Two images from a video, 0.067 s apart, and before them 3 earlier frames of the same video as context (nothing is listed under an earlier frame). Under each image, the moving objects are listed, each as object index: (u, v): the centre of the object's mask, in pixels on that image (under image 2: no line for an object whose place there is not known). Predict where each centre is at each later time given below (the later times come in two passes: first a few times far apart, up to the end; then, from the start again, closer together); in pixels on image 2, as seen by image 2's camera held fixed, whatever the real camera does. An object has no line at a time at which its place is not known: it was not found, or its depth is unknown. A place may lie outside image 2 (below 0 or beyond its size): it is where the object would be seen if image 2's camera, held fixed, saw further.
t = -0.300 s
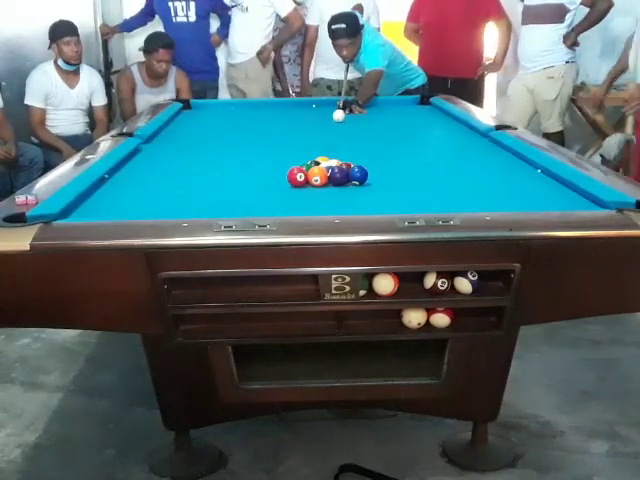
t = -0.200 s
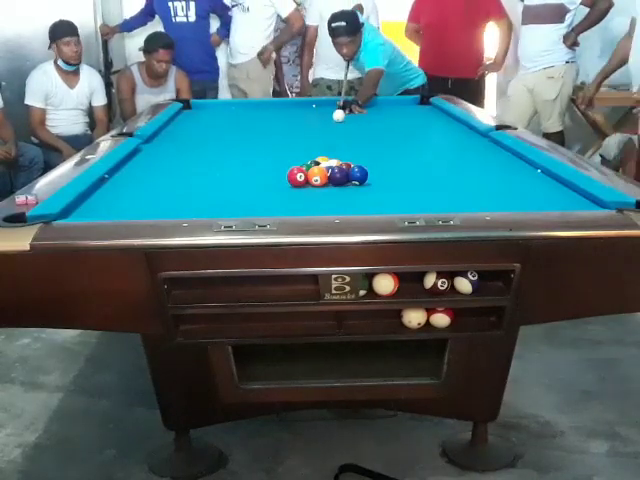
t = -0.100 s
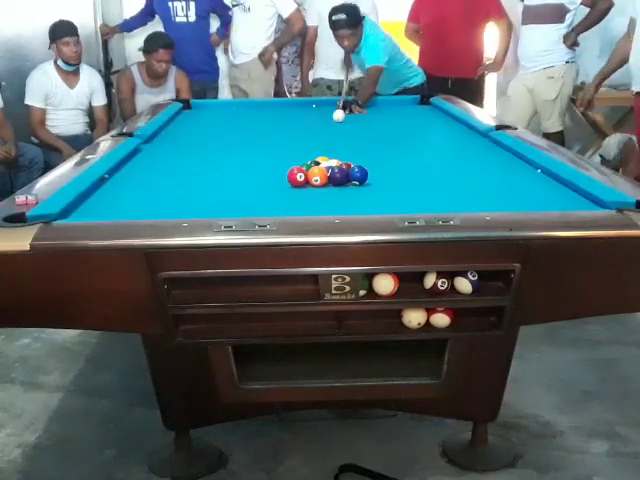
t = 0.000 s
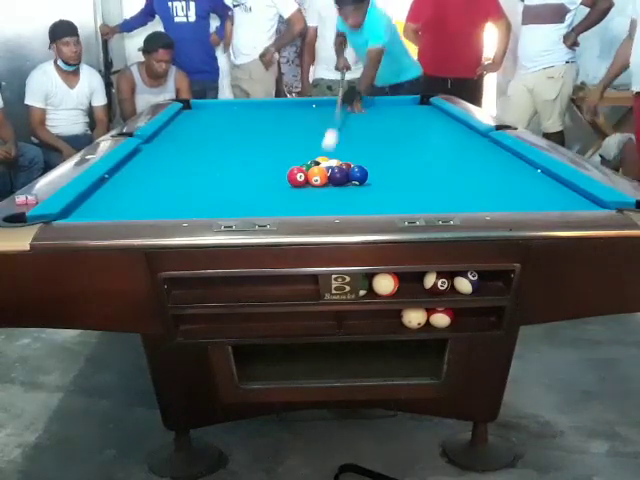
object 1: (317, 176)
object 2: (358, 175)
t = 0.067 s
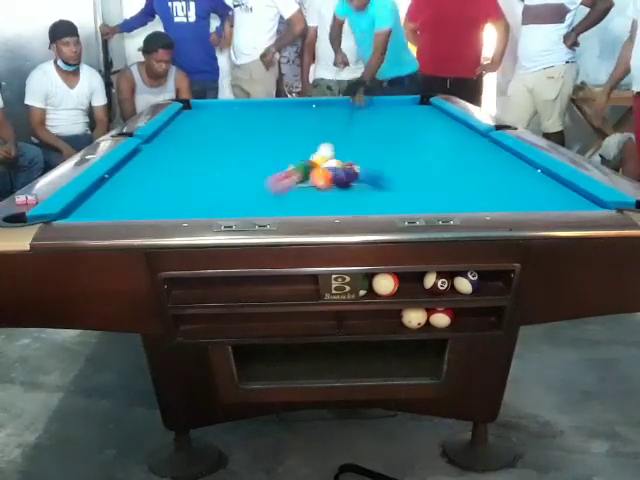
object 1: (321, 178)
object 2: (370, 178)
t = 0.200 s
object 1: (348, 196)
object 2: (510, 204)
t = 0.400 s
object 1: (378, 203)
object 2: (554, 181)
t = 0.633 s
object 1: (383, 187)
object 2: (473, 158)
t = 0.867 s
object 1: (388, 172)
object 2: (412, 140)
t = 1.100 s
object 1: (382, 167)
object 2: (366, 127)
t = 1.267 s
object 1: (380, 168)
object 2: (341, 120)
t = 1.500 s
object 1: (377, 169)
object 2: (310, 110)
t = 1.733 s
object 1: (375, 171)
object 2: (283, 103)
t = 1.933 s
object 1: (374, 171)
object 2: (253, 107)
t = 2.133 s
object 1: (372, 172)
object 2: (225, 110)
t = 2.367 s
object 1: (372, 172)
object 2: (191, 111)
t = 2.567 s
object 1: (371, 172)
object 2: (192, 109)
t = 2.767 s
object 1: (371, 172)
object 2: (206, 109)
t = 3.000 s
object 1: (371, 172)
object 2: (221, 109)
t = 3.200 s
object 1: (371, 172)
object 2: (233, 108)
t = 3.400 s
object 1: (371, 172)
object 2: (244, 108)
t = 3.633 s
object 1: (371, 172)
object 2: (256, 108)
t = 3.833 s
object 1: (371, 172)
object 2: (264, 107)
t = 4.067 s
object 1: (372, 172)
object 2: (266, 107)
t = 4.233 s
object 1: (372, 172)
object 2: (268, 107)
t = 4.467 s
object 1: (372, 172)
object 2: (269, 107)
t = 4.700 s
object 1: (372, 172)
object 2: (270, 107)
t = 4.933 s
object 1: (372, 172)
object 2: (270, 106)
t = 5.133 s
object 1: (371, 172)
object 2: (270, 106)
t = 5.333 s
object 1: (372, 172)
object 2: (270, 106)
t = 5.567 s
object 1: (372, 172)
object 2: (270, 106)
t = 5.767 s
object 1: (372, 172)
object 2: (270, 106)
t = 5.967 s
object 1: (372, 172)
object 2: (270, 106)
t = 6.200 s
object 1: (372, 172)
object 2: (270, 106)
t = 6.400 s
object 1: (371, 172)
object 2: (270, 106)
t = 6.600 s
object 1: (371, 172)
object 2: (270, 106)
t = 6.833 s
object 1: (371, 172)
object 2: (270, 106)
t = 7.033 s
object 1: (371, 172)
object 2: (270, 106)
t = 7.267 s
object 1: (371, 172)
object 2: (270, 106)
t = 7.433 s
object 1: (371, 172)
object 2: (270, 106)
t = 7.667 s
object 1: (371, 172)
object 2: (270, 106)
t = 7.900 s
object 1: (371, 172)
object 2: (270, 106)
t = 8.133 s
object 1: (372, 172)
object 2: (270, 106)
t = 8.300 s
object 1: (372, 172)
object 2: (270, 106)
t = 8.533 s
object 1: (372, 172)
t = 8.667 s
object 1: (375, 172)
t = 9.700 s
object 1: (365, 173)
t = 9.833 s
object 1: (369, 173)
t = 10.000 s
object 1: (371, 172)
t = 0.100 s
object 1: (329, 182)
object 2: (405, 187)
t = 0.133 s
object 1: (335, 187)
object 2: (439, 195)
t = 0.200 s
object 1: (348, 196)
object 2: (510, 204)
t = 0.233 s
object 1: (355, 199)
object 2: (531, 202)
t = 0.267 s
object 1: (361, 202)
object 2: (539, 199)
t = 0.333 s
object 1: (375, 206)
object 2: (548, 190)
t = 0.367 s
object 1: (377, 205)
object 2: (550, 185)
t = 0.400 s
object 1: (378, 203)
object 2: (554, 181)
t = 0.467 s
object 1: (379, 200)
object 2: (531, 175)
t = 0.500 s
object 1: (380, 197)
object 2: (518, 170)
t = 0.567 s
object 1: (382, 192)
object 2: (494, 164)
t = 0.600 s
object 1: (382, 189)
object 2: (484, 161)
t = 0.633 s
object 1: (383, 187)
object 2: (473, 158)
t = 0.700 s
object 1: (385, 182)
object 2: (453, 151)
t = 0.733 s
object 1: (386, 180)
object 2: (445, 149)
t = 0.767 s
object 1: (386, 178)
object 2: (436, 147)
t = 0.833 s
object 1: (387, 174)
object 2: (421, 143)
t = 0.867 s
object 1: (388, 172)
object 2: (412, 140)
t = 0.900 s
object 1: (386, 170)
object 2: (405, 138)
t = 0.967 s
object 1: (385, 168)
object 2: (391, 135)
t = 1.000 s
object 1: (383, 167)
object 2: (386, 132)
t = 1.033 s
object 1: (383, 167)
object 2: (379, 132)
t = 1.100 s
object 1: (382, 167)
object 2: (366, 127)
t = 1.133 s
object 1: (382, 168)
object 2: (361, 125)
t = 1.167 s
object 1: (381, 168)
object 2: (355, 125)
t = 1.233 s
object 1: (380, 168)
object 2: (344, 122)
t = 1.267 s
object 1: (380, 168)
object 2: (341, 120)
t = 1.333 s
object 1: (379, 168)
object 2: (330, 117)
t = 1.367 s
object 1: (379, 168)
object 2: (325, 116)
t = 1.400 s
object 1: (378, 169)
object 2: (321, 115)
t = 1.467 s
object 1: (377, 169)
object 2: (313, 112)
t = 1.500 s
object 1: (377, 169)
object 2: (310, 110)
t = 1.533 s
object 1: (377, 169)
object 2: (305, 109)
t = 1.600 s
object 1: (376, 170)
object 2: (298, 107)
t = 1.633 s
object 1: (376, 170)
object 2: (294, 106)
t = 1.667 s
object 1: (375, 170)
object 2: (290, 105)
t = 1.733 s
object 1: (375, 171)
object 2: (283, 103)
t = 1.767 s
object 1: (375, 171)
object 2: (279, 103)
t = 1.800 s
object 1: (375, 171)
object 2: (274, 104)
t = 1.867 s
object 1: (374, 171)
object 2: (263, 106)
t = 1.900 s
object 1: (374, 171)
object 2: (258, 106)
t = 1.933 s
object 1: (374, 171)
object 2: (253, 107)
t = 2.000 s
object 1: (373, 171)
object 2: (243, 108)
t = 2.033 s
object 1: (373, 171)
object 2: (238, 109)
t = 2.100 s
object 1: (372, 172)
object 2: (227, 110)
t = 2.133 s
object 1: (372, 172)
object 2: (225, 110)
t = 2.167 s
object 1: (372, 172)
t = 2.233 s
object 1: (372, 172)
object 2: (210, 112)
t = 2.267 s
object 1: (372, 172)
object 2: (206, 111)
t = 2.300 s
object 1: (372, 172)
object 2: (199, 109)
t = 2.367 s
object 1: (372, 172)
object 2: (191, 111)
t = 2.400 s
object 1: (371, 172)
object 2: (187, 110)
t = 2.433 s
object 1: (371, 172)
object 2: (185, 109)
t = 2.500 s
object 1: (371, 172)
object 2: (188, 110)
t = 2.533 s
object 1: (372, 172)
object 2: (190, 109)
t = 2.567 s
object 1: (371, 172)
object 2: (192, 109)
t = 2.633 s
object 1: (371, 172)
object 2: (197, 108)
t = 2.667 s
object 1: (371, 172)
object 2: (201, 108)
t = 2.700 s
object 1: (371, 172)
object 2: (204, 109)
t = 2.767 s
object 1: (371, 172)
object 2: (206, 109)
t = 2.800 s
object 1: (371, 172)
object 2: (208, 109)
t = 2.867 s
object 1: (372, 172)
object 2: (213, 109)
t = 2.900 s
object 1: (371, 172)
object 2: (215, 109)
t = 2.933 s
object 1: (371, 172)
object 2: (217, 108)
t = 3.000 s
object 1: (371, 172)
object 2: (221, 109)
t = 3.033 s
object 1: (371, 172)
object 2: (223, 109)
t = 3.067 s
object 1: (371, 172)
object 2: (225, 109)
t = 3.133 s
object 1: (372, 172)
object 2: (229, 108)
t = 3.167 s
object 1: (372, 172)
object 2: (231, 108)
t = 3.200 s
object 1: (371, 172)
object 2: (233, 108)
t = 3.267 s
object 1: (371, 172)
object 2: (237, 109)
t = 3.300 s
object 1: (372, 172)
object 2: (239, 109)
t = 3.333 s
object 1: (371, 172)
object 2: (240, 109)
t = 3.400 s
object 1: (371, 172)
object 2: (244, 108)
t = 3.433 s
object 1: (372, 172)
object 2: (246, 109)
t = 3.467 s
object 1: (372, 172)
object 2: (247, 108)
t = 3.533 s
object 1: (372, 172)
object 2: (250, 108)
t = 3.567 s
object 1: (372, 172)
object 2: (252, 108)
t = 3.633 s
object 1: (371, 172)
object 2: (256, 108)
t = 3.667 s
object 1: (371, 172)
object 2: (257, 108)
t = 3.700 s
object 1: (371, 172)
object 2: (258, 108)
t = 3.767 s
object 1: (371, 172)
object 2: (262, 107)
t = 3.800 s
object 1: (371, 172)
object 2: (263, 107)
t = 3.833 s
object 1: (371, 172)
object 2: (264, 107)
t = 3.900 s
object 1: (371, 172)
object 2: (265, 107)
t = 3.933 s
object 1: (371, 172)
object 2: (266, 107)
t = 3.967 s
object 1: (371, 172)
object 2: (266, 107)
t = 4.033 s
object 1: (372, 172)
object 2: (266, 107)
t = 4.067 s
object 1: (372, 172)
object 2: (266, 107)
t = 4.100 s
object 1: (372, 172)
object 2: (267, 107)
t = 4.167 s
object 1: (372, 172)
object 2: (267, 107)
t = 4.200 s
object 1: (372, 172)
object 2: (267, 107)
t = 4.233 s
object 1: (372, 172)
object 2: (268, 107)
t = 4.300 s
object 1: (372, 172)
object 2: (268, 107)
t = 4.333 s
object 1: (372, 172)
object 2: (268, 107)
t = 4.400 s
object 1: (372, 172)
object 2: (269, 107)
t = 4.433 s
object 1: (372, 172)
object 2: (269, 106)
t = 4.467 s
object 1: (372, 172)
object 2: (269, 107)
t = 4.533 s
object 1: (372, 172)
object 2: (269, 106)
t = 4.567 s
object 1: (372, 172)
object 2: (269, 106)
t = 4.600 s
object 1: (372, 172)
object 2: (269, 106)
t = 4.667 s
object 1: (372, 172)
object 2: (270, 106)
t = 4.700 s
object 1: (372, 172)
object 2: (270, 107)
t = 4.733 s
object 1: (372, 172)
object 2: (270, 107)
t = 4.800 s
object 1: (372, 172)
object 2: (270, 106)
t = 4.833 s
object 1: (372, 172)
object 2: (270, 106)
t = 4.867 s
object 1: (371, 172)
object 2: (270, 106)
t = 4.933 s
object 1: (372, 172)
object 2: (270, 106)
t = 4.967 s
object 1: (371, 172)
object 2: (270, 106)
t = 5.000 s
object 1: (372, 172)
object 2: (270, 106)
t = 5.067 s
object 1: (371, 172)
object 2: (270, 106)
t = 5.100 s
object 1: (371, 172)
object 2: (270, 106)
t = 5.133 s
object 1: (371, 172)
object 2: (270, 106)
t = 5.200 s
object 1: (372, 172)
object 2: (270, 106)
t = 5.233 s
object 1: (372, 172)
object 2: (270, 106)
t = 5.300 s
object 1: (372, 172)
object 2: (270, 106)
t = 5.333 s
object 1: (372, 172)
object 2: (270, 106)
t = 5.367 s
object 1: (372, 172)
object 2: (270, 106)
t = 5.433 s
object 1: (371, 172)
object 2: (270, 106)
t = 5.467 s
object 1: (371, 172)
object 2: (270, 106)
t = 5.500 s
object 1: (371, 172)
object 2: (270, 106)
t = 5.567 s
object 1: (372, 172)
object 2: (270, 106)
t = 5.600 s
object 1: (372, 172)
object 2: (270, 106)
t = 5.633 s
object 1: (371, 172)
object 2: (270, 106)
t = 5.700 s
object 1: (371, 172)
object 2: (270, 106)
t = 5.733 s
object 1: (371, 172)
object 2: (270, 106)
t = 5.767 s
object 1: (372, 172)
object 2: (270, 106)
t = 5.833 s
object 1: (371, 172)
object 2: (270, 106)
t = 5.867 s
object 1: (371, 172)
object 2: (270, 106)
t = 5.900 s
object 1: (371, 172)
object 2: (270, 106)
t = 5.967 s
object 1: (372, 172)
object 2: (270, 106)
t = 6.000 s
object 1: (372, 172)
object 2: (270, 106)
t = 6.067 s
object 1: (371, 172)
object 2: (270, 106)
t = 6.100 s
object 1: (371, 172)
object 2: (270, 106)
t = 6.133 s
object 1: (371, 172)
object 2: (270, 106)
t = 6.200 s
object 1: (372, 172)
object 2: (270, 106)
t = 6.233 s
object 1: (371, 172)
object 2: (270, 106)
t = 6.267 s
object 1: (371, 172)
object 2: (270, 106)
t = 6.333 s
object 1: (371, 172)
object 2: (270, 106)
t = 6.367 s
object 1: (371, 172)
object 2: (270, 106)
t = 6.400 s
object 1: (371, 172)
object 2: (270, 106)
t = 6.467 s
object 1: (371, 172)
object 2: (270, 106)
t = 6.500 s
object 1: (371, 172)
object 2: (270, 106)
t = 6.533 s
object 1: (371, 172)
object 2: (270, 106)
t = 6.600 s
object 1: (371, 172)
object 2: (270, 106)
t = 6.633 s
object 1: (371, 172)
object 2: (270, 106)
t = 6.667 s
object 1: (371, 172)
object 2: (270, 106)
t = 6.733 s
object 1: (371, 172)
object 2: (270, 106)
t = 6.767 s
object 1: (371, 172)
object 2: (270, 106)
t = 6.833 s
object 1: (371, 172)
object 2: (270, 106)
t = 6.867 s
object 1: (371, 172)
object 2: (270, 106)
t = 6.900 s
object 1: (371, 172)
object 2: (270, 106)
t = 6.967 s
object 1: (371, 172)
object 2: (270, 106)
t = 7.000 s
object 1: (371, 172)
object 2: (270, 106)
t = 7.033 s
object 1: (371, 172)
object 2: (270, 106)
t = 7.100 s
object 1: (371, 172)
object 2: (270, 106)
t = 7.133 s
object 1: (371, 172)
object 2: (270, 106)
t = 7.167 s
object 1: (371, 172)
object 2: (270, 106)
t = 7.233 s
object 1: (371, 172)
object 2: (270, 106)
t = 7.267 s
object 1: (371, 172)
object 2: (270, 106)
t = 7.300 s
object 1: (371, 172)
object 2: (270, 106)
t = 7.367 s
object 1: (371, 172)
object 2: (270, 106)
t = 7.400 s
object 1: (371, 172)
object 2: (270, 106)
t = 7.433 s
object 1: (371, 172)
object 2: (270, 106)
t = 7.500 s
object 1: (371, 172)
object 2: (270, 106)
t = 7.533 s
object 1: (371, 172)
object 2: (270, 106)
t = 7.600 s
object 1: (371, 172)
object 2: (270, 106)
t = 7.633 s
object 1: (371, 172)
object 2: (270, 106)
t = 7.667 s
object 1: (371, 172)
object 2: (270, 106)
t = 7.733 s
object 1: (371, 172)
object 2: (270, 106)
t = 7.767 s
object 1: (371, 172)
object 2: (270, 106)
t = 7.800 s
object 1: (371, 172)
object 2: (270, 106)
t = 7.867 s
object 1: (371, 172)
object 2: (270, 106)
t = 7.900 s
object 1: (371, 172)
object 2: (270, 106)
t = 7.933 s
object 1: (371, 172)
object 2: (271, 106)
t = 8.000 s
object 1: (371, 172)
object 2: (270, 106)
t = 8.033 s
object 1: (371, 172)
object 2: (270, 106)
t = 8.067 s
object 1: (371, 172)
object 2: (270, 106)
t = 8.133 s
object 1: (372, 172)
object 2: (270, 106)
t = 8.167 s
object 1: (372, 172)
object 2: (270, 106)
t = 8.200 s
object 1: (371, 172)
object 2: (270, 106)
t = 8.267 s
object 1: (371, 172)
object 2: (270, 106)
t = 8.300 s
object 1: (372, 172)
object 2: (270, 106)
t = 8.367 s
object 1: (372, 172)
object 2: (270, 106)
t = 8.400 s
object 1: (372, 172)
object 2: (270, 106)
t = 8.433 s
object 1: (372, 172)
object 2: (270, 106)
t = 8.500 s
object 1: (372, 172)
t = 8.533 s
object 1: (372, 172)
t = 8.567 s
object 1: (372, 172)
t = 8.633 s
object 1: (372, 172)
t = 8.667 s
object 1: (375, 172)
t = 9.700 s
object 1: (365, 173)
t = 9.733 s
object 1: (366, 173)
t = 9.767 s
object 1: (367, 173)
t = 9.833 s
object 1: (369, 173)
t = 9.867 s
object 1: (370, 172)
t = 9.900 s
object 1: (371, 172)
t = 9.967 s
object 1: (371, 172)
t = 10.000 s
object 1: (371, 172)
